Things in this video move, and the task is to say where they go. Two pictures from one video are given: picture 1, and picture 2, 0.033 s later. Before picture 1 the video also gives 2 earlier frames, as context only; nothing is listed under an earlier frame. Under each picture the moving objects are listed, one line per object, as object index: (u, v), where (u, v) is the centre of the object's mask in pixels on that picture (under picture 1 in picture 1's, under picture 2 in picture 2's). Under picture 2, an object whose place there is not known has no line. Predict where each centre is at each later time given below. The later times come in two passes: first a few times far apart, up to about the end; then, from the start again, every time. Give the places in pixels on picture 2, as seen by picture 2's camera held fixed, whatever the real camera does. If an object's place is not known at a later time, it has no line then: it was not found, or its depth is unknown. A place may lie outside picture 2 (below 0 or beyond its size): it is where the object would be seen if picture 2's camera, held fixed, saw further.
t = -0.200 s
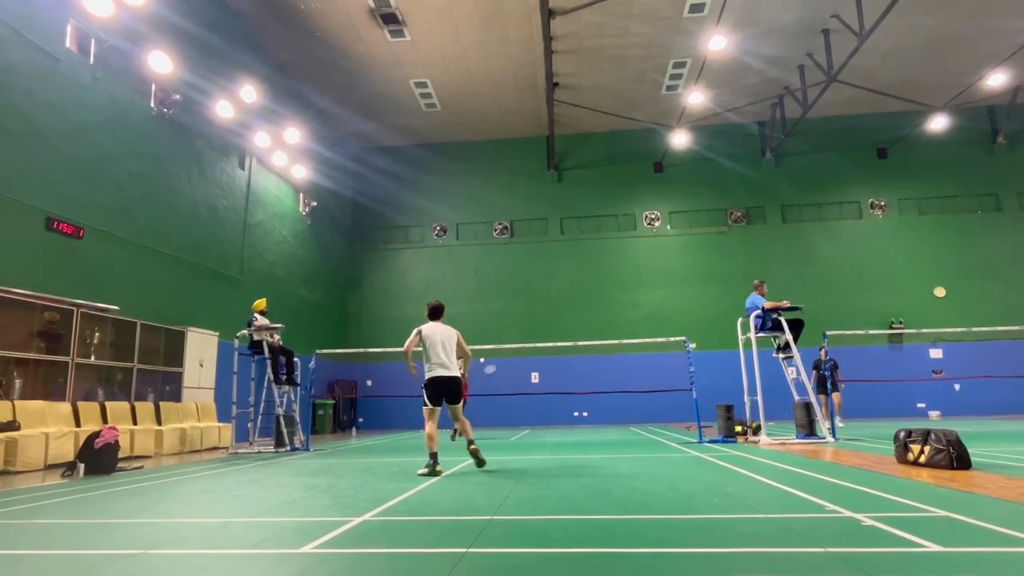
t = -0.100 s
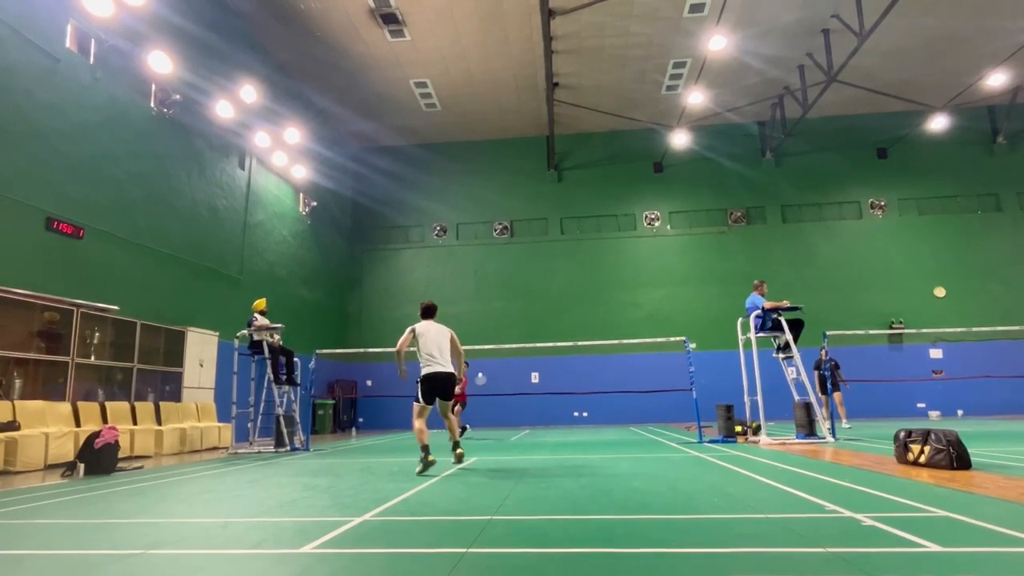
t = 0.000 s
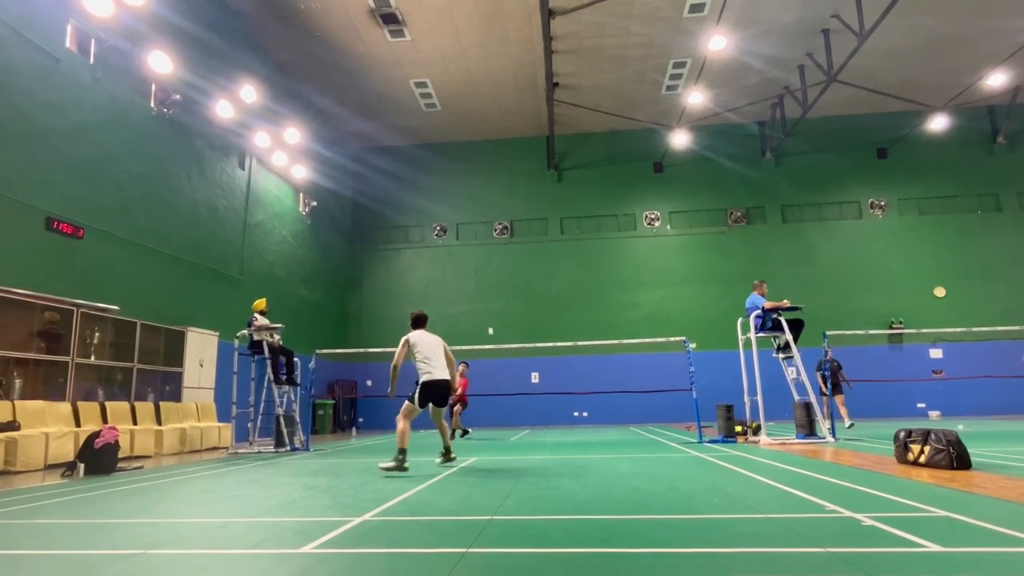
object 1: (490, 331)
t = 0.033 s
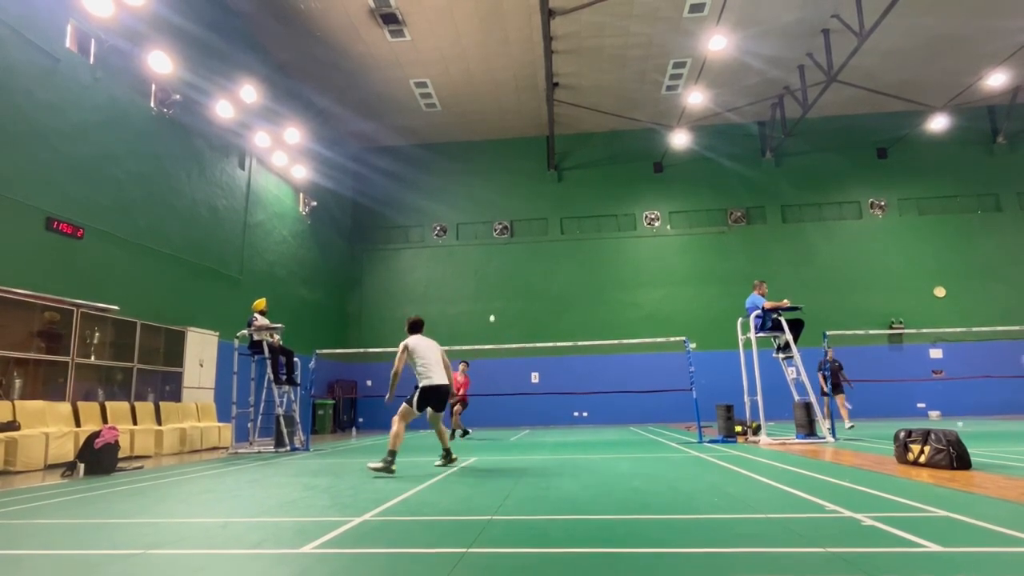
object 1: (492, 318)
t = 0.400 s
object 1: (518, 235)
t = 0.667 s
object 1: (538, 241)
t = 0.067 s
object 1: (495, 307)
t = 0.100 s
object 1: (497, 297)
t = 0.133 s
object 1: (500, 287)
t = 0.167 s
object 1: (502, 277)
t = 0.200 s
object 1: (504, 269)
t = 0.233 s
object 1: (506, 261)
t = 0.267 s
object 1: (509, 253)
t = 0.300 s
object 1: (511, 248)
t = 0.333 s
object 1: (513, 243)
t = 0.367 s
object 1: (515, 238)
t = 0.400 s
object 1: (518, 235)
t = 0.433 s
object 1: (520, 232)
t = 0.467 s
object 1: (522, 230)
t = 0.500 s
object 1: (525, 229)
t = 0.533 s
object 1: (527, 229)
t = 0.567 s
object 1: (530, 230)
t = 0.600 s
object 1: (532, 233)
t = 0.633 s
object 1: (535, 237)
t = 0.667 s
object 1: (538, 241)
